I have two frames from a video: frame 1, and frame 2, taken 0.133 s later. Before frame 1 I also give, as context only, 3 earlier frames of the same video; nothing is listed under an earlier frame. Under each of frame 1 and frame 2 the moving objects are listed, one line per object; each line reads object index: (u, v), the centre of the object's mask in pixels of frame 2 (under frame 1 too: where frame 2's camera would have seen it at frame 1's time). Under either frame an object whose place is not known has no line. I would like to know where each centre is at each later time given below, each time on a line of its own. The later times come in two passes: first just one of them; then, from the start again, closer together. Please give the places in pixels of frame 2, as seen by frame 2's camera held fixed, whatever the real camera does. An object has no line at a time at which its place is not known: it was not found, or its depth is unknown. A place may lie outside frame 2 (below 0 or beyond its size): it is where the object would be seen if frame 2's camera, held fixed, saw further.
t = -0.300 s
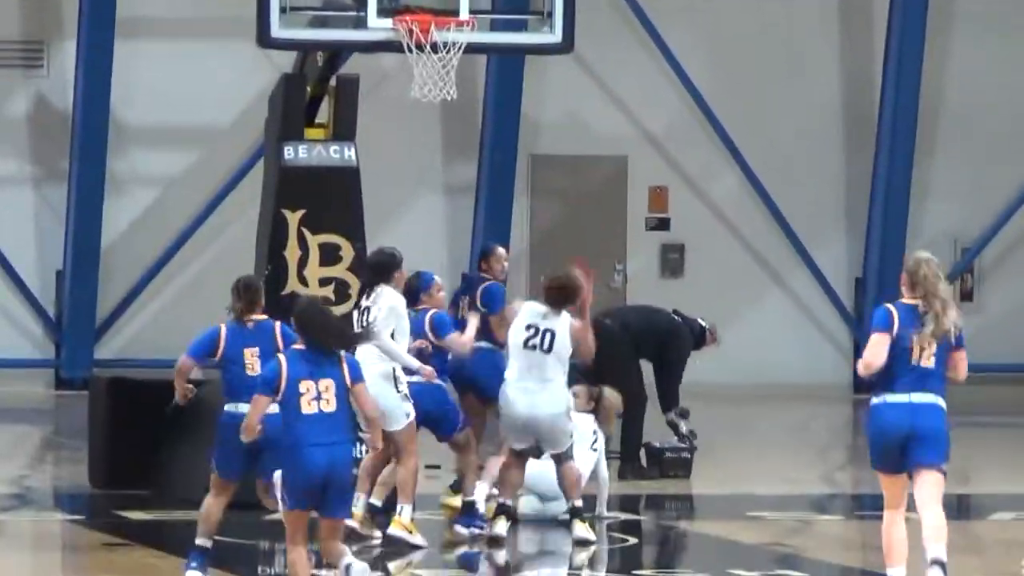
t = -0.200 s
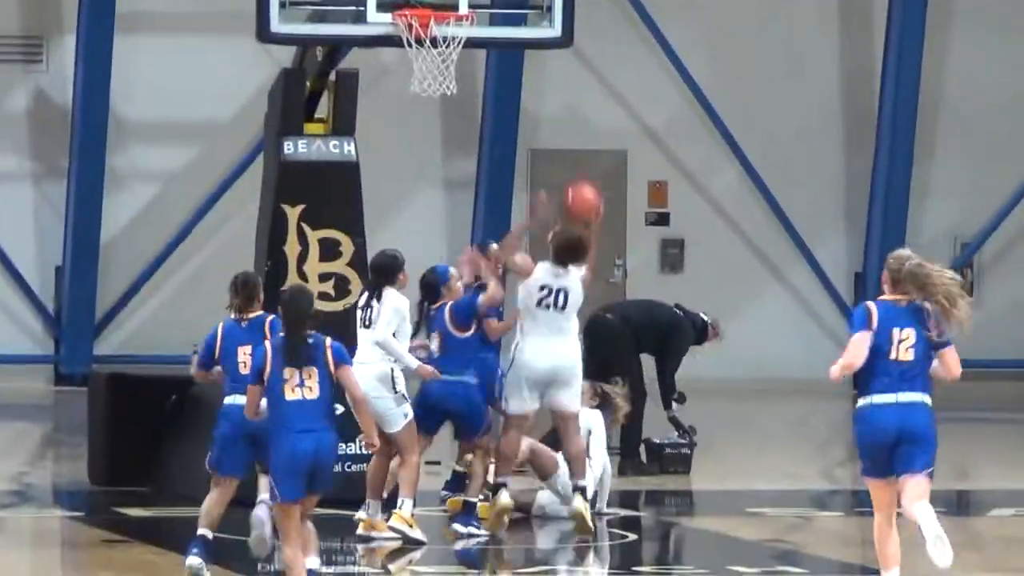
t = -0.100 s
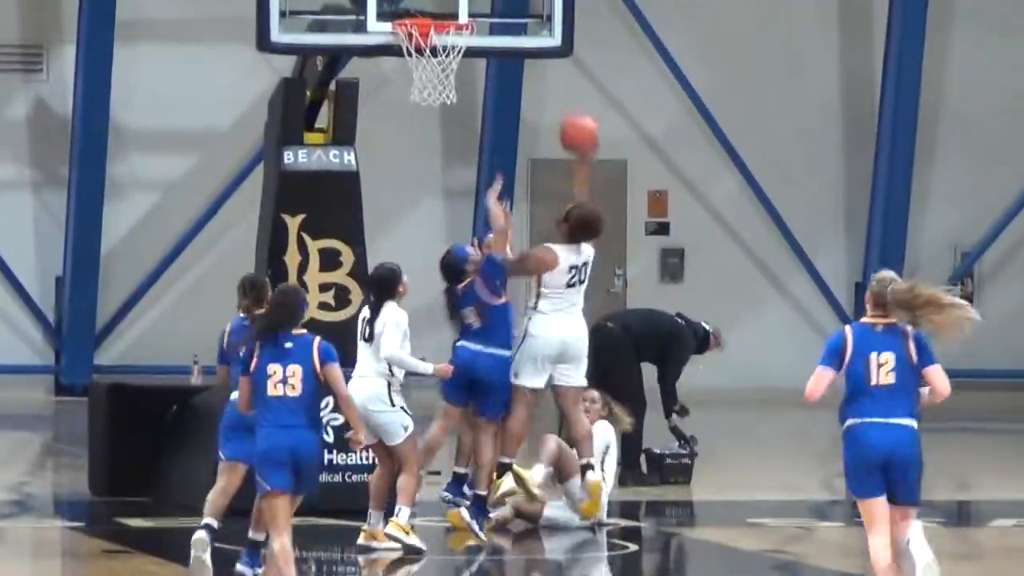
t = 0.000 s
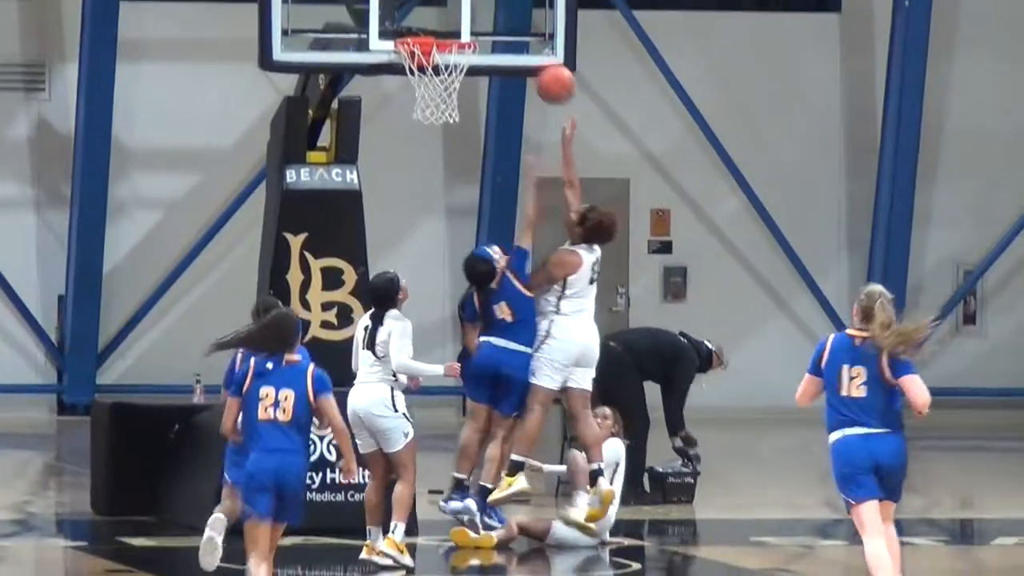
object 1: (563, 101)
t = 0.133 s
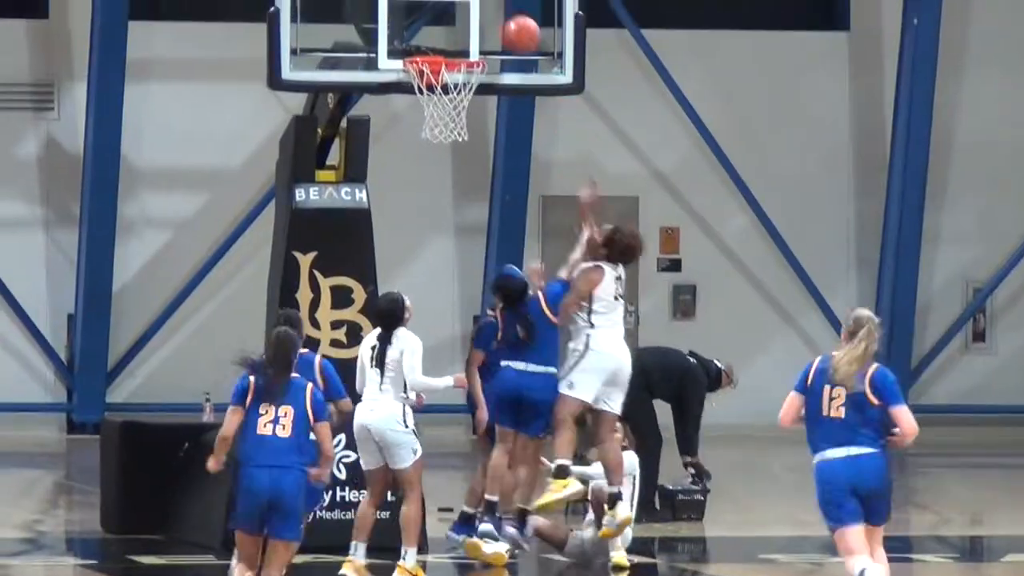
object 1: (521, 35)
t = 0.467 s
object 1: (445, 3)
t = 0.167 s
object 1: (511, 24)
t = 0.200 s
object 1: (499, 13)
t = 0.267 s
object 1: (476, 4)
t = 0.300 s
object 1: (465, 1)
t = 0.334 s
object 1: (462, -1)
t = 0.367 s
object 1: (457, -1)
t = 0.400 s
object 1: (454, -2)
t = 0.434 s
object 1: (449, 0)
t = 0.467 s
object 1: (445, 3)
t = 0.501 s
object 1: (441, 7)
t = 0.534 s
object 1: (437, 14)
